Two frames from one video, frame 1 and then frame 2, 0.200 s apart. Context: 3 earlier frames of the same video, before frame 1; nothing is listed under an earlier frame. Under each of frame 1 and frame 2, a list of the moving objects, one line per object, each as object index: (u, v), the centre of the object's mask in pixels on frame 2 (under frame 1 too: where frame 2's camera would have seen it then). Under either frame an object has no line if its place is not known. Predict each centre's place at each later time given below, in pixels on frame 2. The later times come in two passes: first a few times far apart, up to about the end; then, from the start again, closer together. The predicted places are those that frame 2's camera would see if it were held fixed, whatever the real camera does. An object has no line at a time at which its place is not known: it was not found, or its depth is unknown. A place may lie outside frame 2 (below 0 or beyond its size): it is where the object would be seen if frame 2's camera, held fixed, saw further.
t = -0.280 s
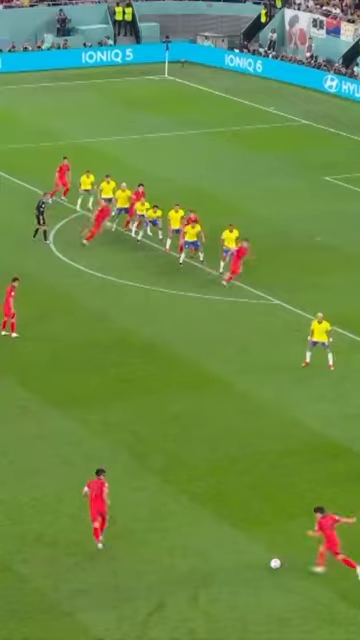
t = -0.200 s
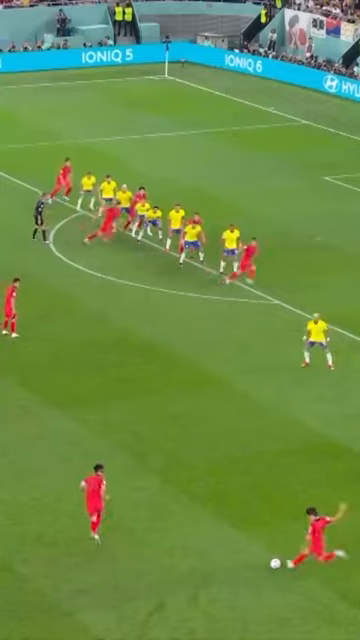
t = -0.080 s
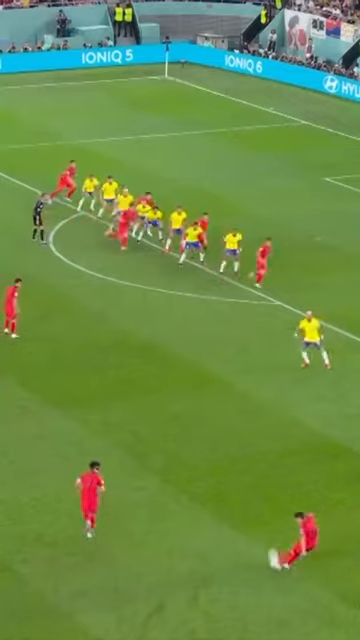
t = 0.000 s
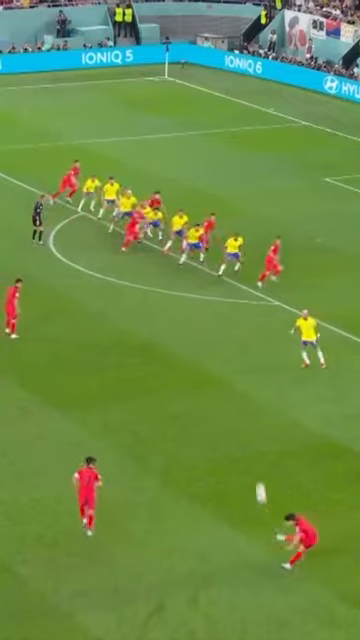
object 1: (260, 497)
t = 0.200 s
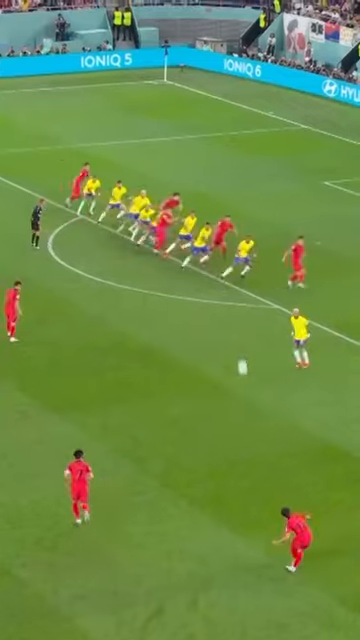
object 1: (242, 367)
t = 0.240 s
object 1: (241, 348)
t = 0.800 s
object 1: (267, 199)
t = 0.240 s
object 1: (241, 348)
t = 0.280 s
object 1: (241, 329)
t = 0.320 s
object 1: (242, 312)
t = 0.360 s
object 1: (243, 296)
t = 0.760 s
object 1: (265, 203)
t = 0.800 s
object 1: (267, 199)
